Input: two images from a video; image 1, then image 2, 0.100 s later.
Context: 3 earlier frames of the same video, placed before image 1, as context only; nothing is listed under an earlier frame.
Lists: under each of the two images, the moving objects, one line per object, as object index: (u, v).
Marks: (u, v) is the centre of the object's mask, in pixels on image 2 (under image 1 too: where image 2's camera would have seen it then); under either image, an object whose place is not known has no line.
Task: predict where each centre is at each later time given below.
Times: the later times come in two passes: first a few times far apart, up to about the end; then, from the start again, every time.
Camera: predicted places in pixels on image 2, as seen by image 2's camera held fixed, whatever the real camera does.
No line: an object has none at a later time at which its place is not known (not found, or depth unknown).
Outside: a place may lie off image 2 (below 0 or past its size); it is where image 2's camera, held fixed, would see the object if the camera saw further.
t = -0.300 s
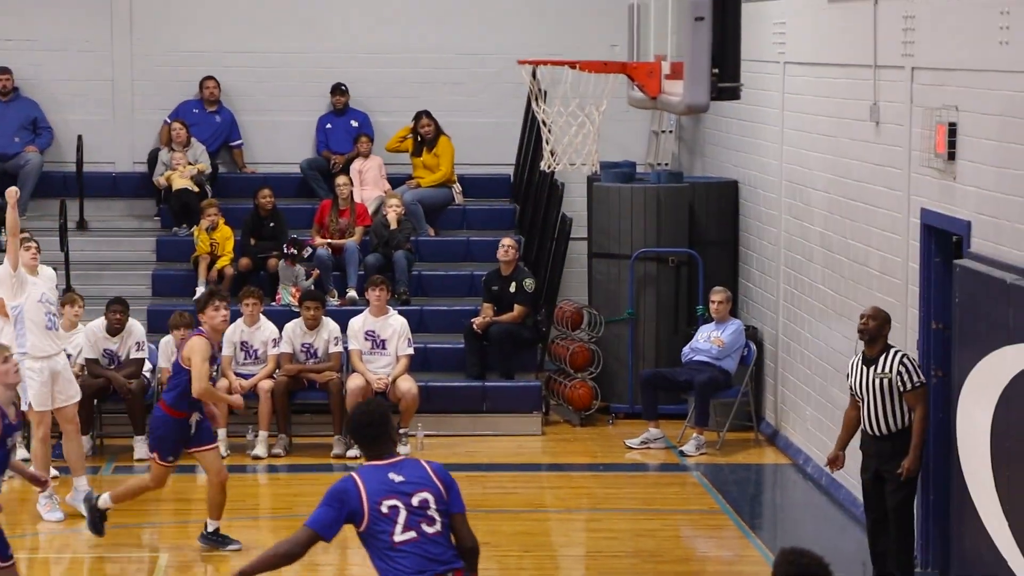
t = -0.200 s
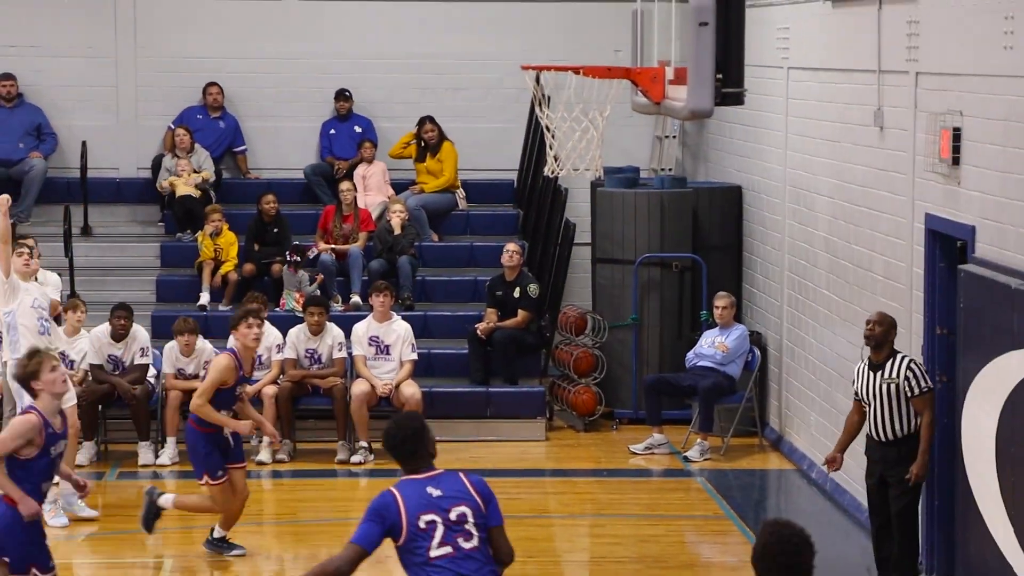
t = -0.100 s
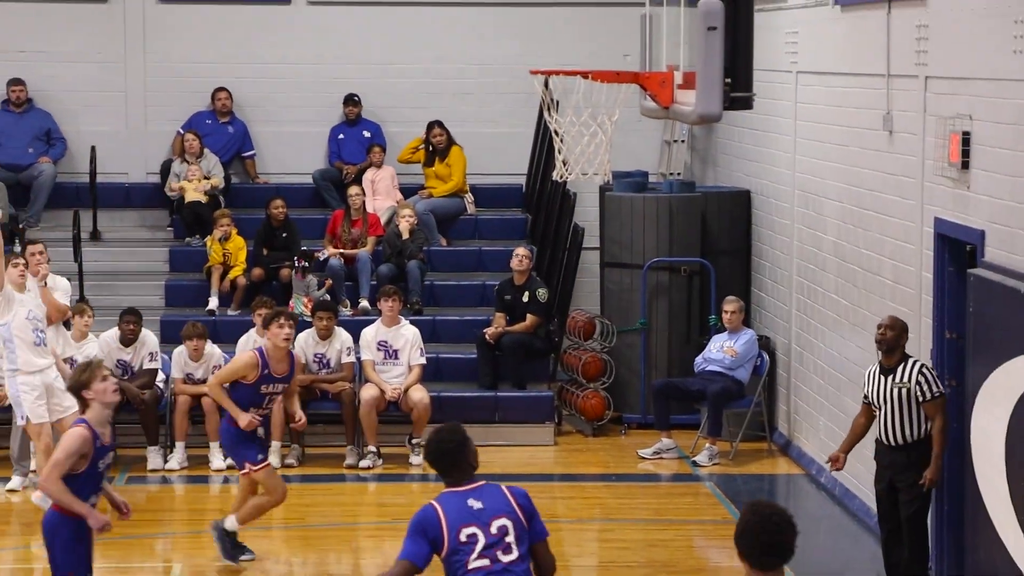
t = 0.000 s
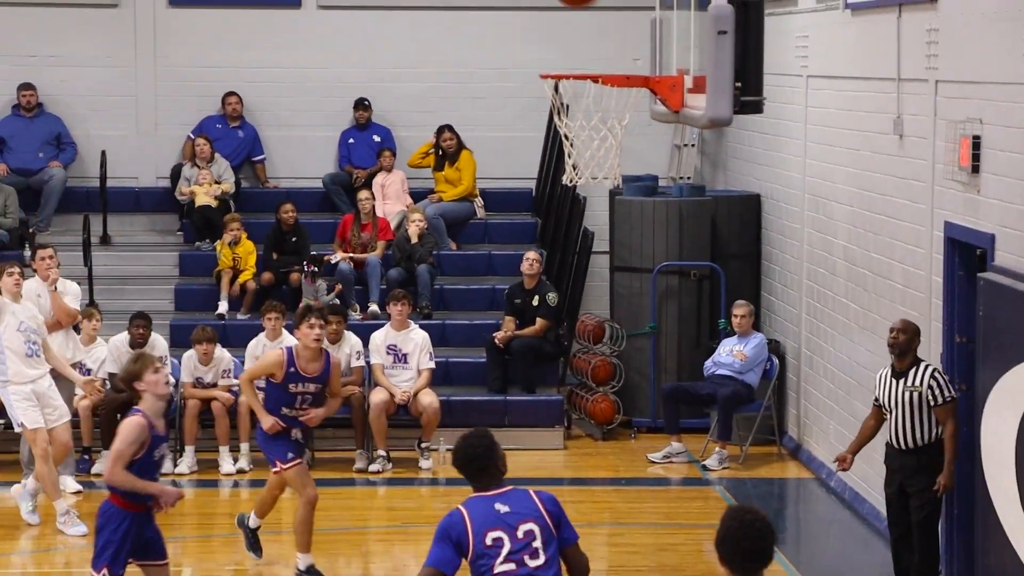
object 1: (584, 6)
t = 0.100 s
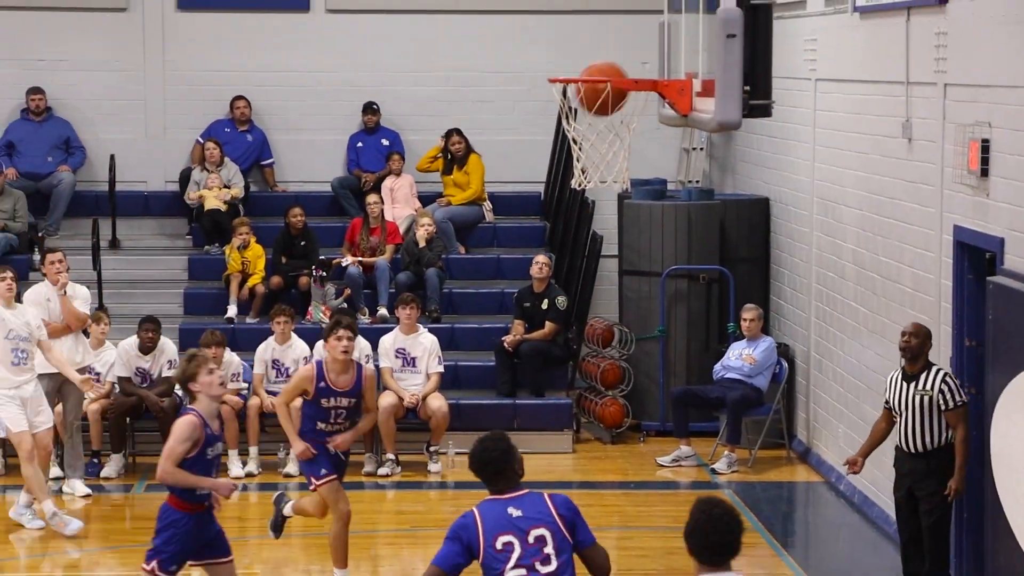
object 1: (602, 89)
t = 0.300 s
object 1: (555, 120)
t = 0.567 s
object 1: (579, 227)
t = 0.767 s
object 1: (597, 409)
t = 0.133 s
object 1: (568, 107)
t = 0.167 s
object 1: (553, 115)
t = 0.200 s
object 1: (551, 116)
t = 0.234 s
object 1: (552, 116)
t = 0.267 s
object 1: (553, 117)
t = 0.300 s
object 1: (555, 120)
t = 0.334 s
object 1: (558, 125)
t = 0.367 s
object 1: (562, 132)
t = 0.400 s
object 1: (565, 141)
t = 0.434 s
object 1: (568, 153)
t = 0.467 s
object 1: (571, 168)
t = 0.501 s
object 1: (574, 186)
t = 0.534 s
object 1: (576, 208)
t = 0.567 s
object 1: (579, 227)
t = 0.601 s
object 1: (581, 251)
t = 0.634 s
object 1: (585, 278)
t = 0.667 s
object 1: (587, 307)
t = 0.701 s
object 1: (589, 339)
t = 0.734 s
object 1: (592, 373)
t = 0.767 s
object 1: (597, 409)
